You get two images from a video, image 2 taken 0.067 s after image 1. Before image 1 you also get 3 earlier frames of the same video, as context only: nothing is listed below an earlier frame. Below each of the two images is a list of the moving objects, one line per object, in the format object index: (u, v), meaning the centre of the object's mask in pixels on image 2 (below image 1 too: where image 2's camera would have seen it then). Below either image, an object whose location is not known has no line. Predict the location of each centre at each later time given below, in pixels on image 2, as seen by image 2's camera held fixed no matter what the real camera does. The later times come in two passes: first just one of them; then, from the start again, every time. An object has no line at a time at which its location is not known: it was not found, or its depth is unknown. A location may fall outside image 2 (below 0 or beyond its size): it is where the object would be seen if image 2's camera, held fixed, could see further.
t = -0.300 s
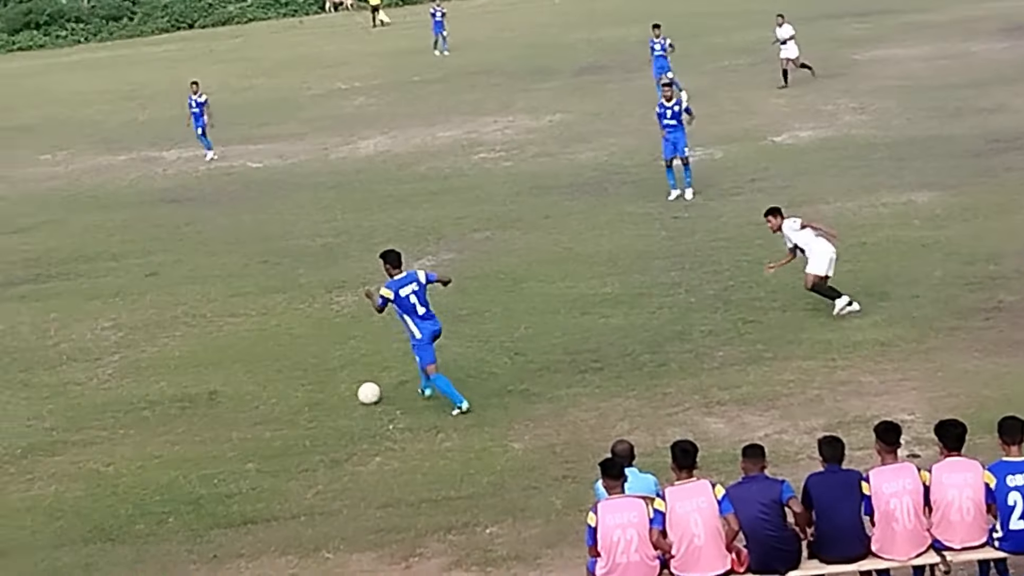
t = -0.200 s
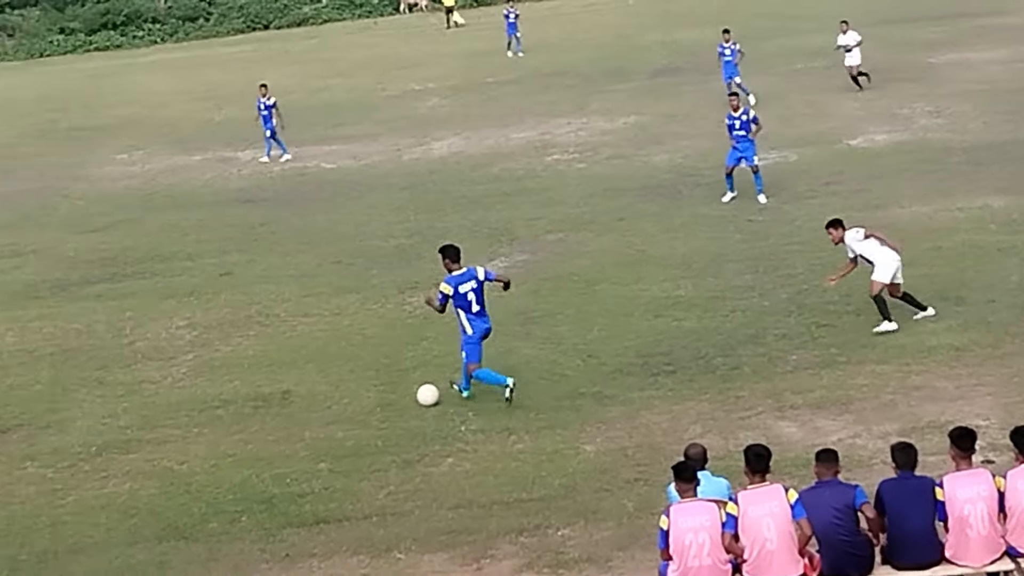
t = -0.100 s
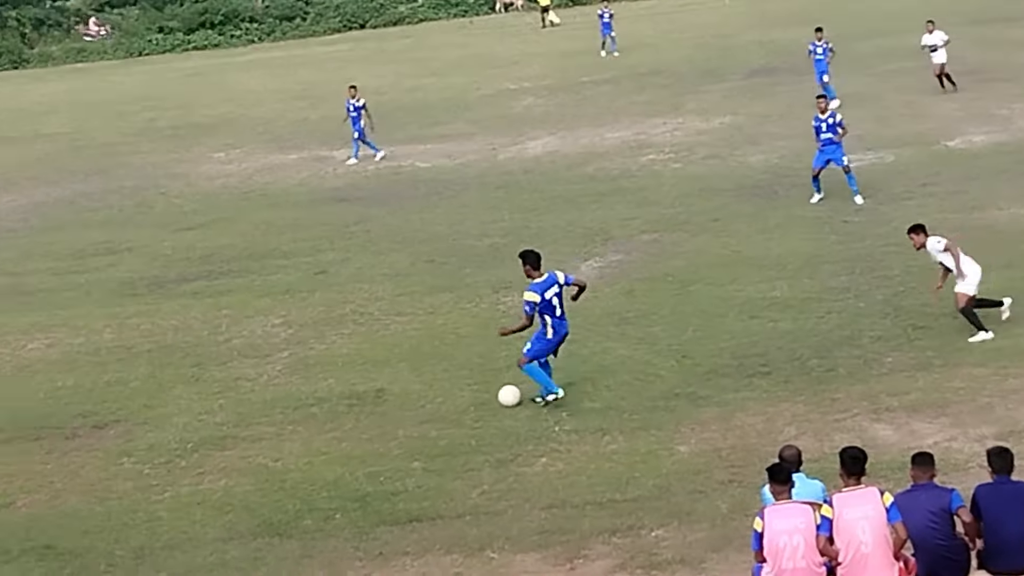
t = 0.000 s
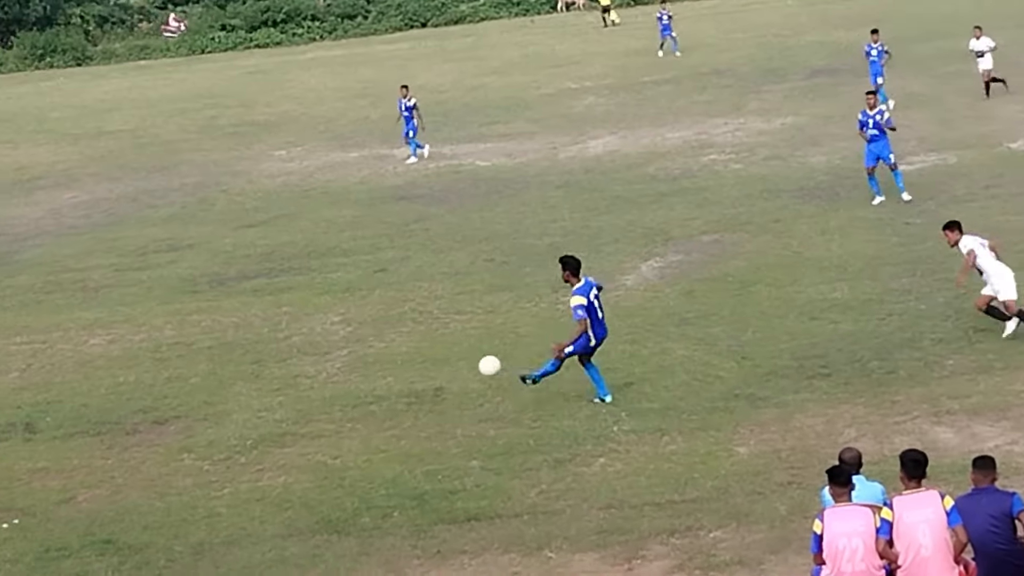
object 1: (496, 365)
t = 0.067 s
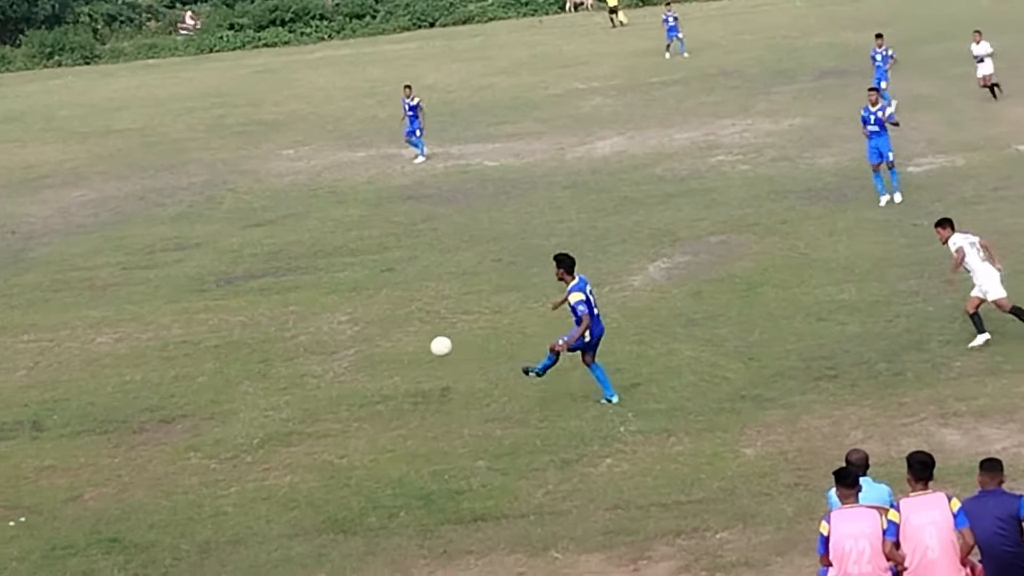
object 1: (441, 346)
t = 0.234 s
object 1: (324, 319)
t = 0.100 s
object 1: (415, 338)
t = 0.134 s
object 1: (391, 331)
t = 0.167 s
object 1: (367, 326)
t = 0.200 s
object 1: (345, 322)
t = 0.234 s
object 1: (324, 319)
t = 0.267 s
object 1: (304, 317)
